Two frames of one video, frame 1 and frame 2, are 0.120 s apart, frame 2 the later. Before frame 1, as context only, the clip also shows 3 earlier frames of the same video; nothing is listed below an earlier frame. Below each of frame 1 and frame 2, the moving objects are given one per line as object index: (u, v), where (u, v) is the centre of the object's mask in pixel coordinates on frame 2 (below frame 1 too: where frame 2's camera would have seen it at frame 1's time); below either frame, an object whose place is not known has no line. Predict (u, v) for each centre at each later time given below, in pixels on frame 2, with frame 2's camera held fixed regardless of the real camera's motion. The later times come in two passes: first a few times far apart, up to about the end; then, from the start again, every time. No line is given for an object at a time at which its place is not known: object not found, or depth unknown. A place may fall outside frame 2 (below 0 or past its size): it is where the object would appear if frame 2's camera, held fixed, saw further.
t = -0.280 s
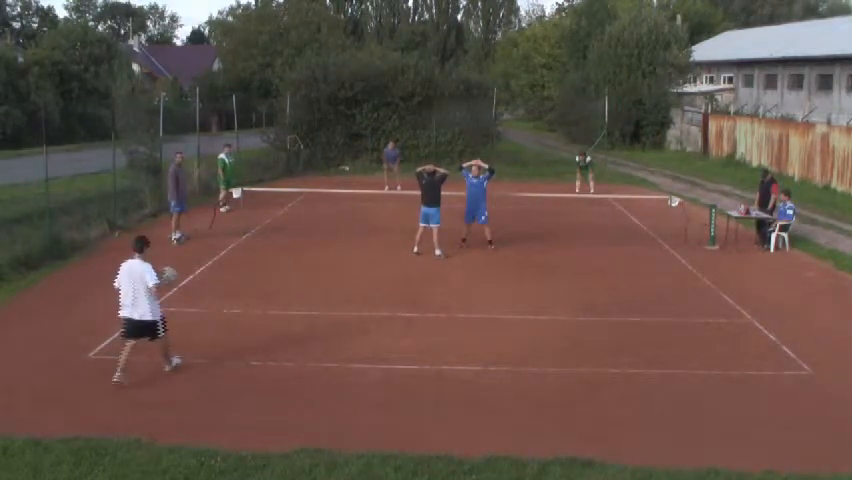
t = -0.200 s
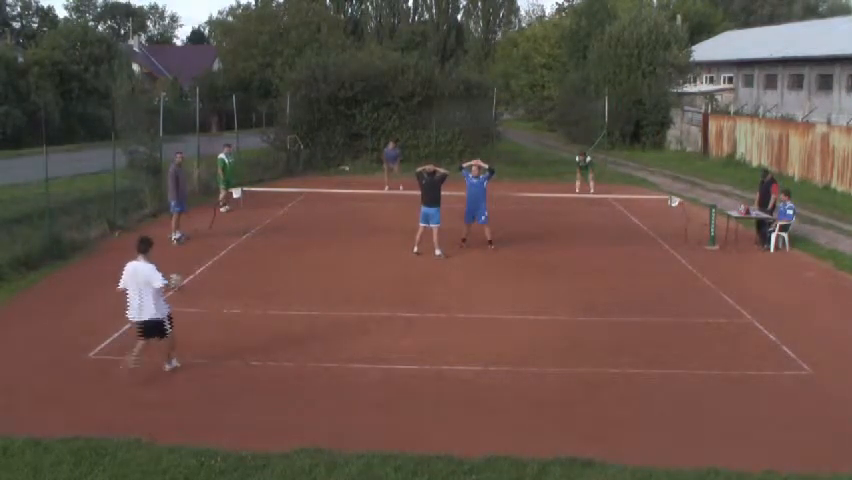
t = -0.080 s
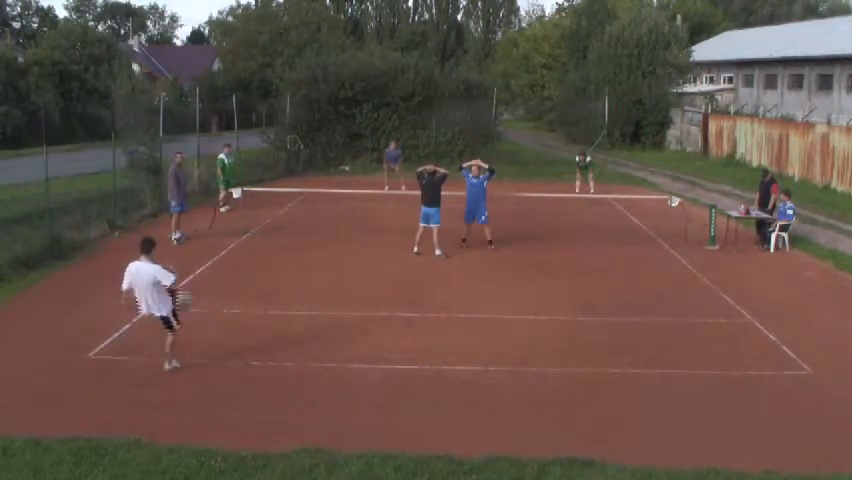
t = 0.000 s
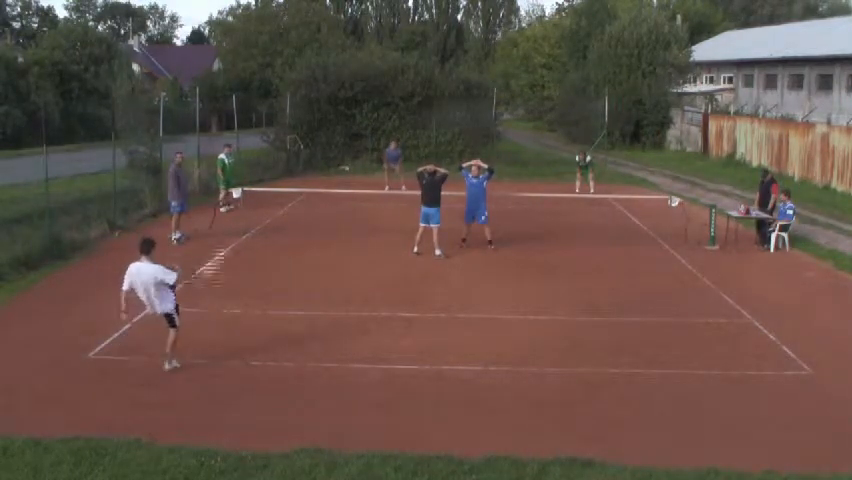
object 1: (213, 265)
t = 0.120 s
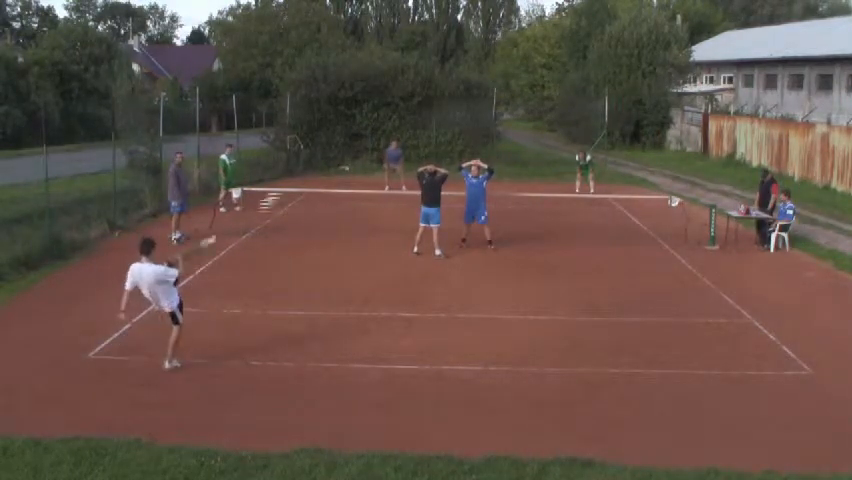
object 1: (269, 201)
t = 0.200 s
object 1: (301, 172)
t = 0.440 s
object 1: (374, 130)
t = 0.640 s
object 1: (418, 131)
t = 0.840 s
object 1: (450, 153)
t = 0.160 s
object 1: (286, 186)
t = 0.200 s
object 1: (301, 172)
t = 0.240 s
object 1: (315, 161)
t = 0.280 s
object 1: (329, 152)
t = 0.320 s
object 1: (341, 145)
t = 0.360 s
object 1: (353, 138)
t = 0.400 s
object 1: (364, 134)
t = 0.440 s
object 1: (374, 130)
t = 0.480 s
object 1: (384, 128)
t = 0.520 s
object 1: (392, 127)
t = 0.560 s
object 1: (402, 128)
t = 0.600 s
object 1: (409, 128)
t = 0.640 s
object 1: (418, 131)
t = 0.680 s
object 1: (424, 134)
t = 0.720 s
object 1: (432, 137)
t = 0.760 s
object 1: (438, 142)
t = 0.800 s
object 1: (444, 147)
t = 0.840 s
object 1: (450, 153)
